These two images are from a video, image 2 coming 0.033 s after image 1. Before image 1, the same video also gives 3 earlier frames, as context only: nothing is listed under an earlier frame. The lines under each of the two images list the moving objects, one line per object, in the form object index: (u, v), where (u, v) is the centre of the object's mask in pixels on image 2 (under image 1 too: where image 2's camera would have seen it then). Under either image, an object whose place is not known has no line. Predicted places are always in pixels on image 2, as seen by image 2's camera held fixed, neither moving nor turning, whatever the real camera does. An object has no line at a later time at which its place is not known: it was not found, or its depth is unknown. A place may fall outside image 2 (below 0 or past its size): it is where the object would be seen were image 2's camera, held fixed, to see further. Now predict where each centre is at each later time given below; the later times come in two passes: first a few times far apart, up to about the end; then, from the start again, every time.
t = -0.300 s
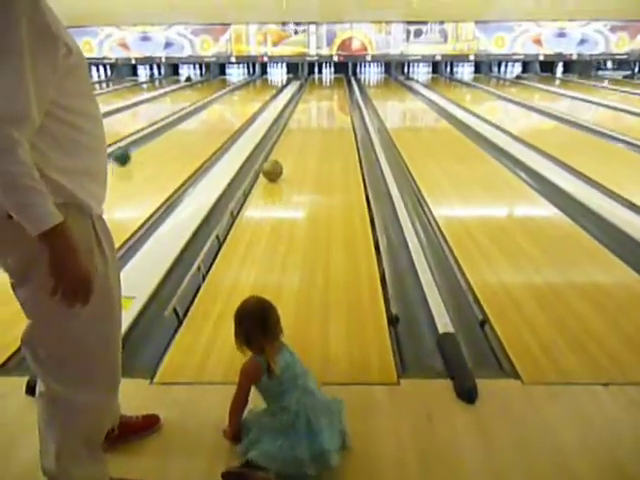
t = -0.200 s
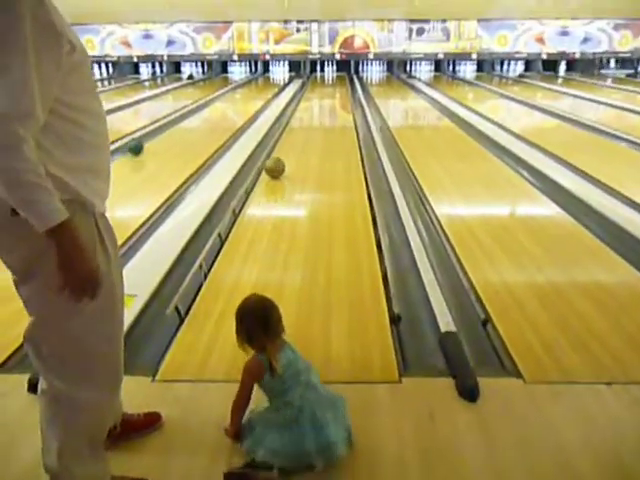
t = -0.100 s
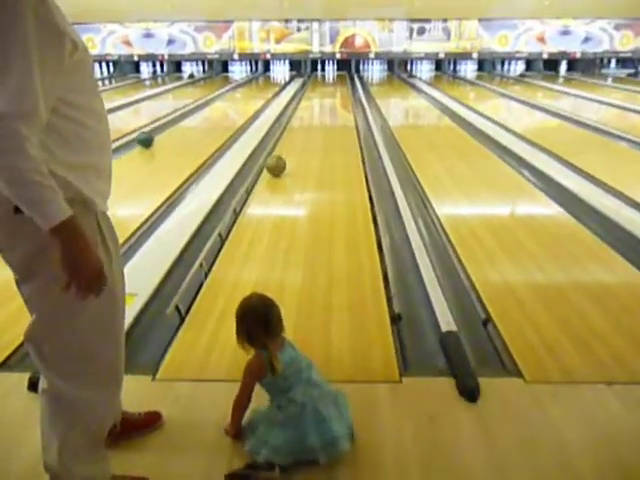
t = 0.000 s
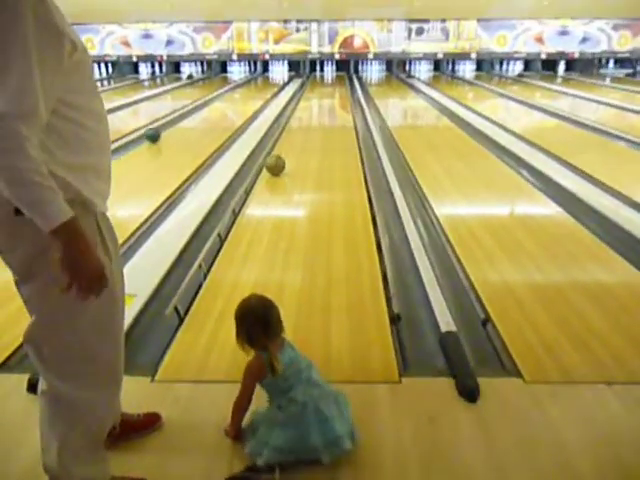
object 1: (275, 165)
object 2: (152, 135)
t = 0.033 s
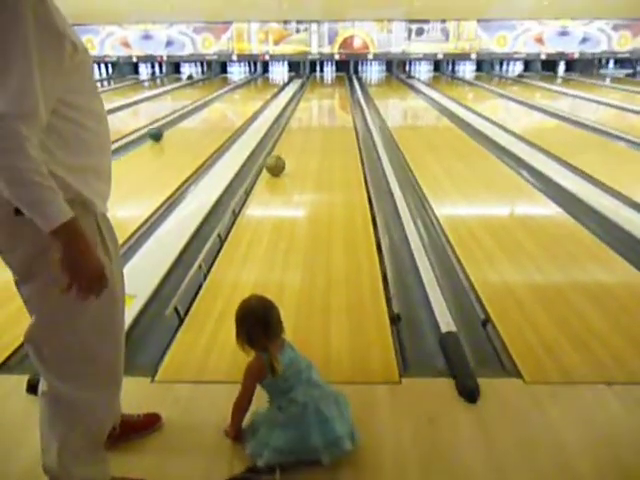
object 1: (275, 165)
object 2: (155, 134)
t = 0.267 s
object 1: (276, 163)
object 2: (170, 124)
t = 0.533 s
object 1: (277, 160)
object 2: (186, 114)
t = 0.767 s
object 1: (278, 158)
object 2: (196, 108)
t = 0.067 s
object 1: (275, 165)
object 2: (158, 132)
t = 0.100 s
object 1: (275, 165)
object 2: (161, 131)
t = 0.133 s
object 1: (276, 164)
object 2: (164, 129)
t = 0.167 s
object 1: (276, 164)
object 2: (166, 129)
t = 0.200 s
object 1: (276, 163)
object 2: (168, 125)
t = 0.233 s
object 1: (276, 163)
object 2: (170, 124)
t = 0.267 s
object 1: (276, 163)
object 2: (170, 124)
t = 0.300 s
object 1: (276, 163)
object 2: (174, 123)
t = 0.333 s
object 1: (276, 162)
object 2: (177, 120)
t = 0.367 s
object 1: (276, 162)
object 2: (178, 119)
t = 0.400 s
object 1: (276, 161)
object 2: (179, 118)
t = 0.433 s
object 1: (276, 161)
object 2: (181, 117)
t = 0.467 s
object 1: (277, 160)
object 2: (183, 116)
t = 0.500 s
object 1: (277, 160)
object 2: (185, 115)
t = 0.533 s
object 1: (277, 160)
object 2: (186, 114)
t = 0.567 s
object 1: (277, 160)
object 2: (188, 114)
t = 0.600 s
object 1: (277, 160)
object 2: (188, 113)
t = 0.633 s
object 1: (277, 159)
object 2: (190, 112)
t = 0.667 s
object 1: (278, 159)
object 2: (192, 110)
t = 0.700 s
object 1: (278, 158)
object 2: (196, 108)
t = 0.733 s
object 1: (278, 159)
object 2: (196, 108)
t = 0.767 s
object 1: (278, 158)
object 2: (196, 108)
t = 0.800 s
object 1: (278, 158)
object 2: (197, 109)
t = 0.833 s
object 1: (278, 158)
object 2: (198, 107)
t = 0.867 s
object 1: (278, 157)
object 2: (200, 106)
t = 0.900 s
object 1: (279, 157)
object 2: (201, 105)
